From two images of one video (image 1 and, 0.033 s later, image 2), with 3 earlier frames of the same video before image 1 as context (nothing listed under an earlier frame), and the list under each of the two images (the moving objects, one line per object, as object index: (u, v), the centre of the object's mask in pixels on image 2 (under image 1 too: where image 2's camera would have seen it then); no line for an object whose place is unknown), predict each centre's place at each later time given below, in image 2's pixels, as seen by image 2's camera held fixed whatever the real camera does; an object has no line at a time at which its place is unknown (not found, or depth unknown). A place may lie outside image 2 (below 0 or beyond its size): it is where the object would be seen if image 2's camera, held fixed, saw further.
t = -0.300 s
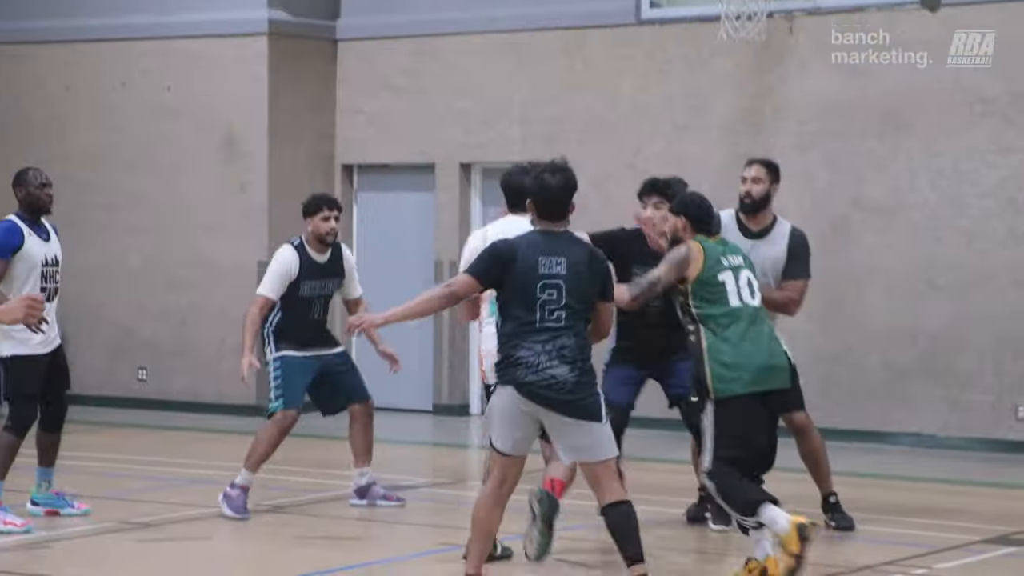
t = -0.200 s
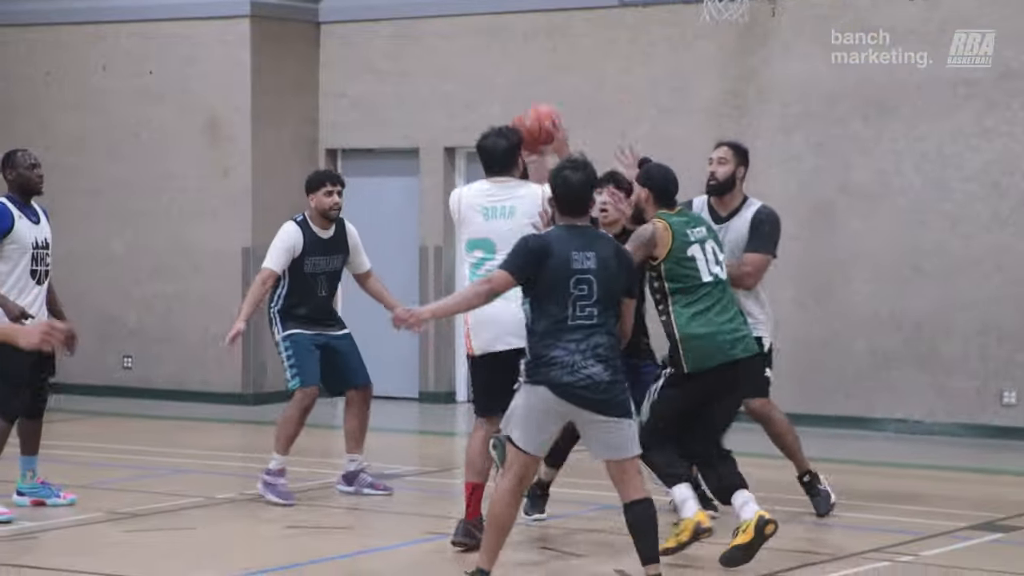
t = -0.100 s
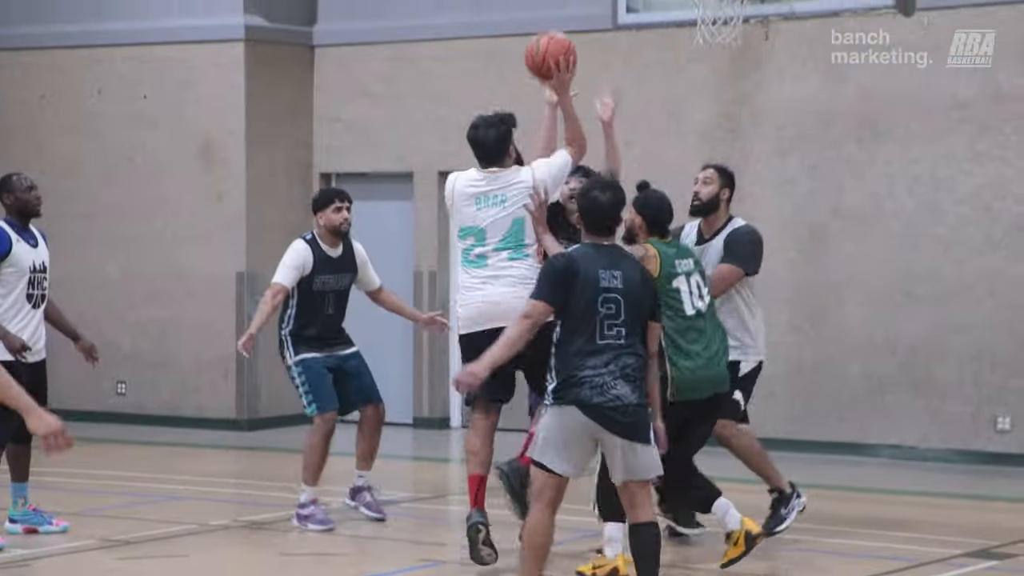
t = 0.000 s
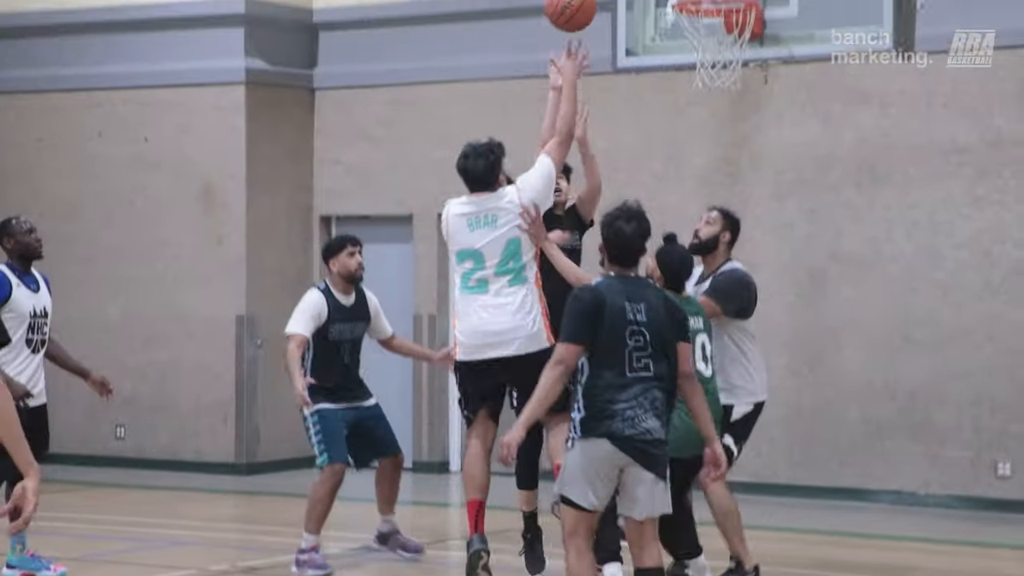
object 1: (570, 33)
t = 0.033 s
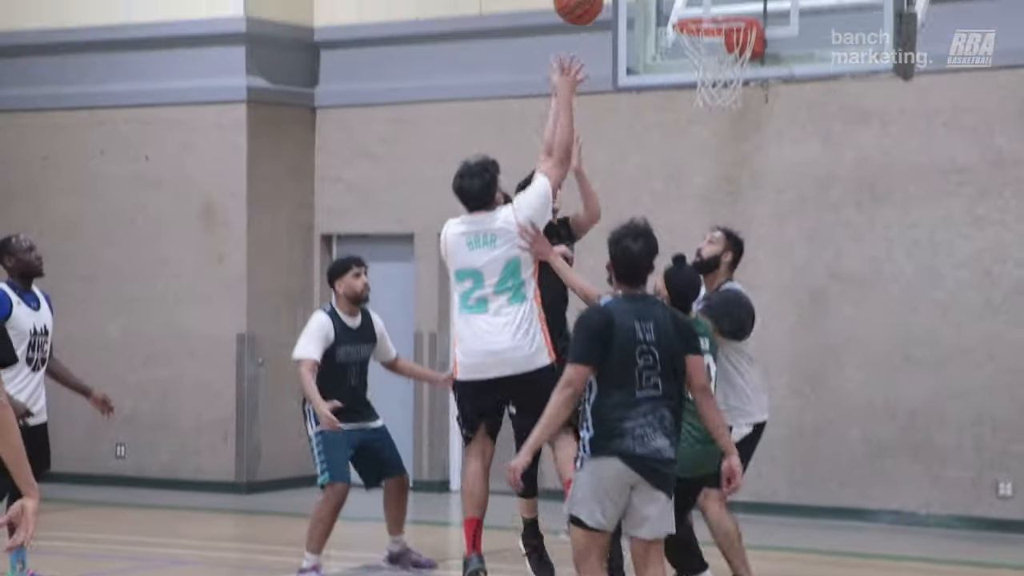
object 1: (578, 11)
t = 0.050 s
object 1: (581, -1)
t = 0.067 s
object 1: (585, -12)
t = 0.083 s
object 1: (588, -24)
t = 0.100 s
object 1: (590, -37)
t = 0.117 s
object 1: (593, -49)
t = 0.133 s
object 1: (596, -60)
